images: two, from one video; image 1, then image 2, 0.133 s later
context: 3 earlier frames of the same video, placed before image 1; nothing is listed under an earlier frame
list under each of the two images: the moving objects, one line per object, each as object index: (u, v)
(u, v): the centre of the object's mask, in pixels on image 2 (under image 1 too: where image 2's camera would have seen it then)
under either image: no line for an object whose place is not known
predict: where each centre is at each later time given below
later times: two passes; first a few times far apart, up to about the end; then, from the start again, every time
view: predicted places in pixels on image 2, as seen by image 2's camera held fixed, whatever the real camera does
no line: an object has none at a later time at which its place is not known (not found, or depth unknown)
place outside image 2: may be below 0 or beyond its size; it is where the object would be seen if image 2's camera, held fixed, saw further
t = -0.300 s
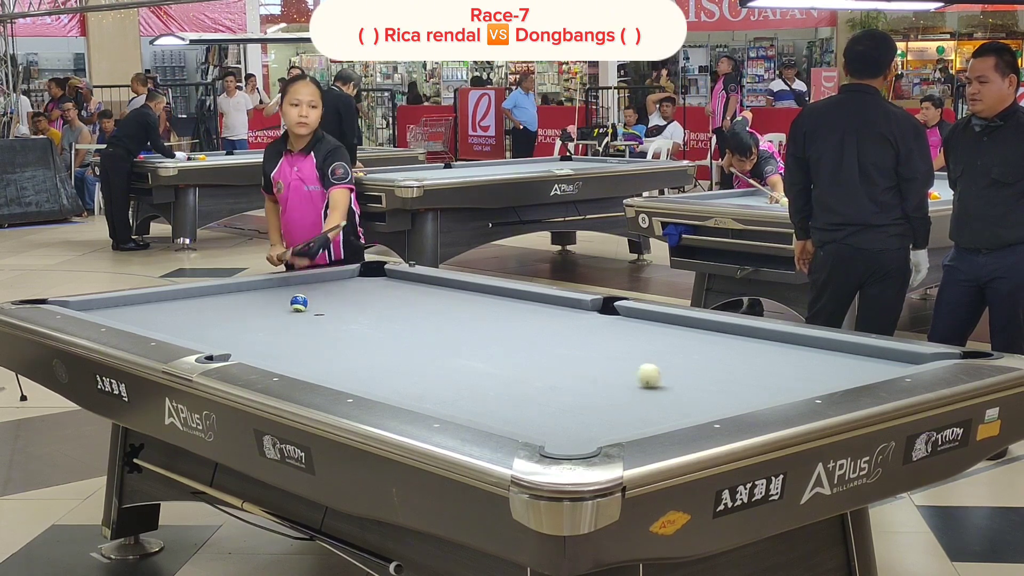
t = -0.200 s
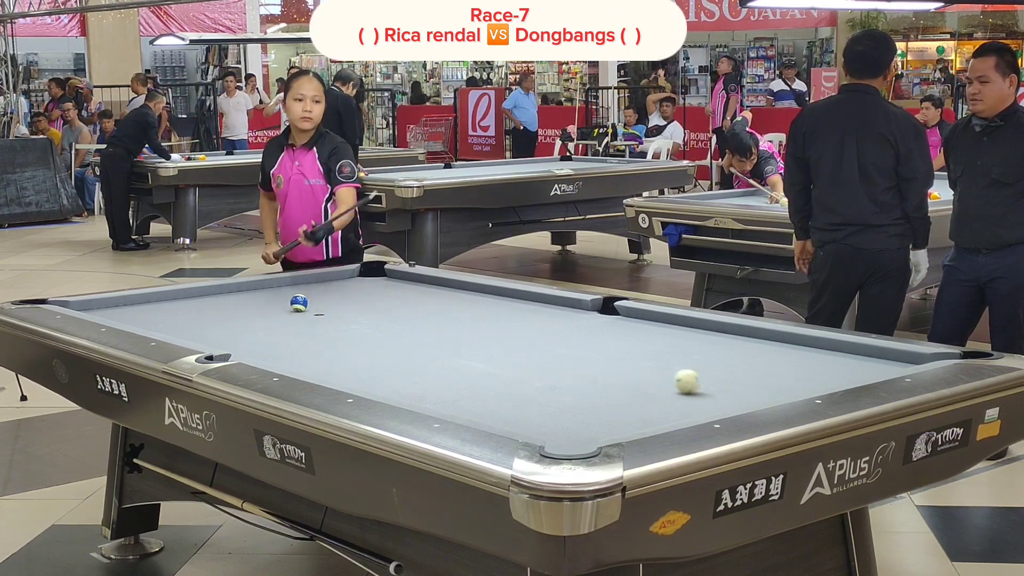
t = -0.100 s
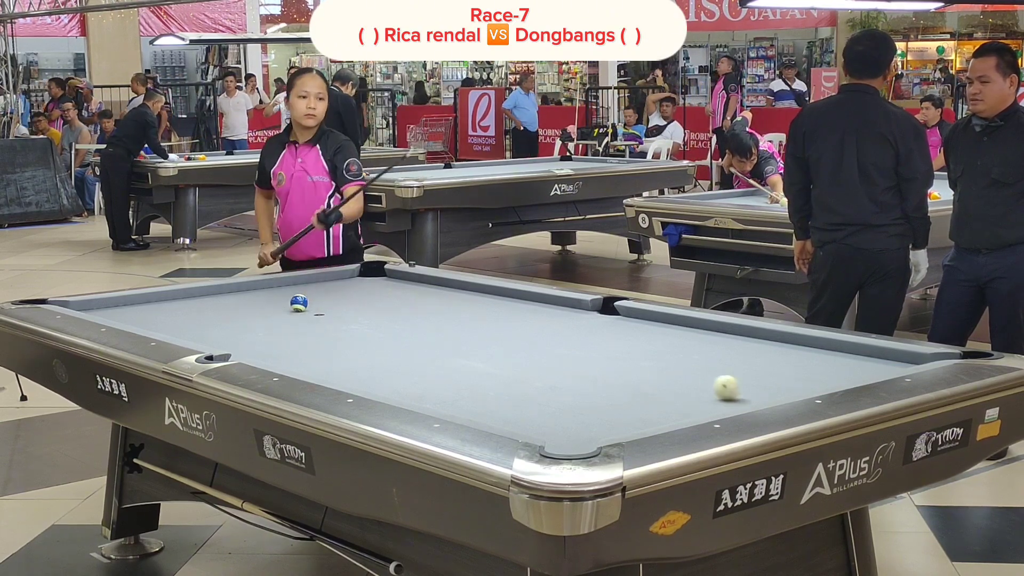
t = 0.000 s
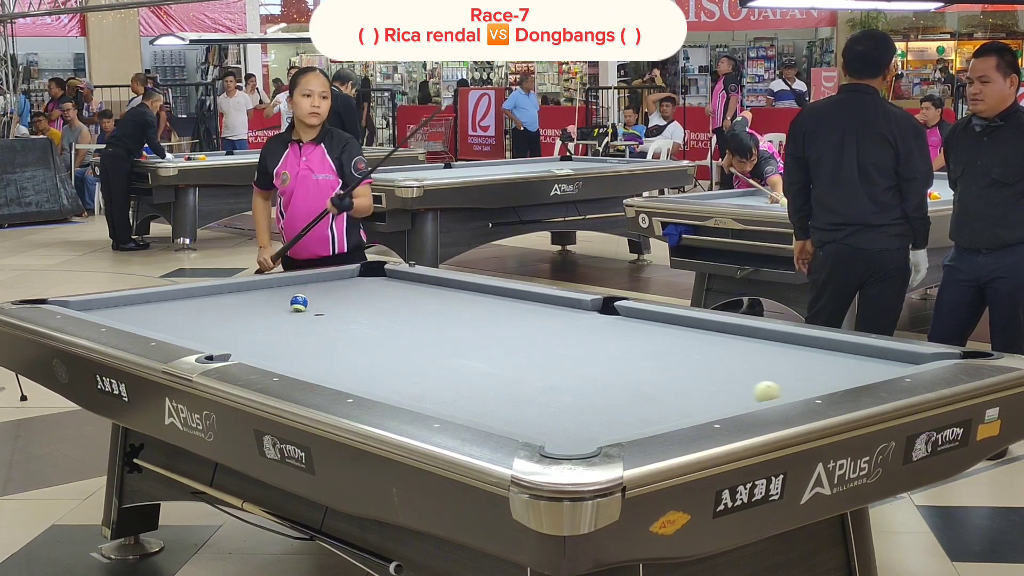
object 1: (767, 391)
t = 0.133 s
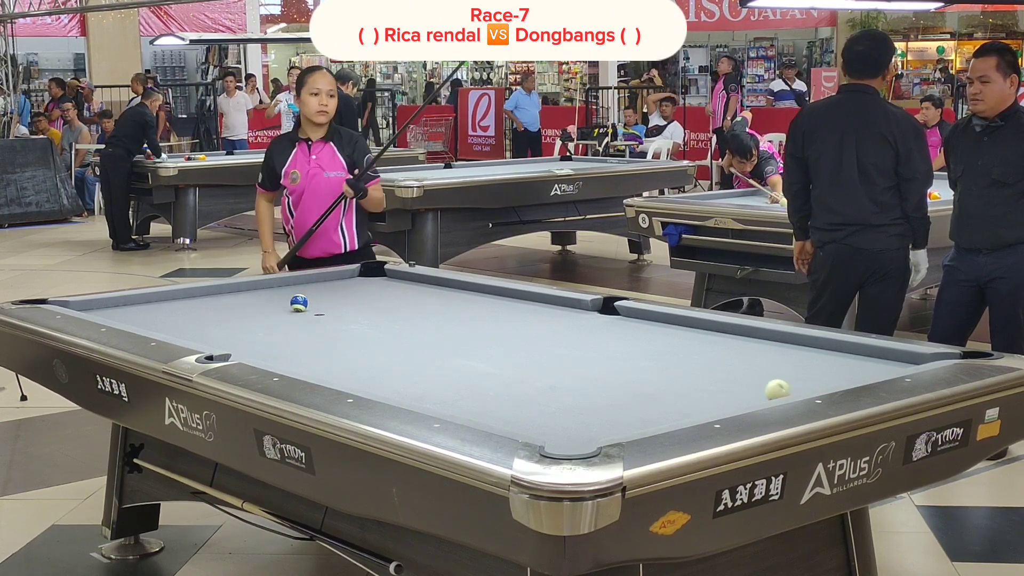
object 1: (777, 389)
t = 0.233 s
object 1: (766, 386)
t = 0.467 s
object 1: (741, 374)
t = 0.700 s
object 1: (719, 363)
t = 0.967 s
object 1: (698, 351)
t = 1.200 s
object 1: (681, 343)
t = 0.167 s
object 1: (773, 389)
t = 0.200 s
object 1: (769, 388)
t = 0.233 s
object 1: (766, 386)
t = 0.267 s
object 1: (762, 384)
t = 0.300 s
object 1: (758, 383)
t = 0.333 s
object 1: (755, 381)
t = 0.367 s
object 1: (752, 379)
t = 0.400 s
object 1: (748, 377)
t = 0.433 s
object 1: (745, 376)
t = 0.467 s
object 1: (741, 374)
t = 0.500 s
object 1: (738, 372)
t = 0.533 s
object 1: (735, 370)
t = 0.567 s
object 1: (731, 369)
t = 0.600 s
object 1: (728, 367)
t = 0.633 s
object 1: (725, 366)
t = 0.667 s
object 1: (722, 364)
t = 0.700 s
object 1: (719, 363)
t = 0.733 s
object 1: (717, 361)
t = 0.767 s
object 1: (714, 360)
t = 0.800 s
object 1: (711, 358)
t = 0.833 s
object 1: (708, 357)
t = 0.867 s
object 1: (705, 355)
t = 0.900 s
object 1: (703, 354)
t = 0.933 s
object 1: (700, 353)
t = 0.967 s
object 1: (698, 351)
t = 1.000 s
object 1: (695, 350)
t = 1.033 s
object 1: (693, 349)
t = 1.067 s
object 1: (690, 347)
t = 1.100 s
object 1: (688, 346)
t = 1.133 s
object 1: (685, 345)
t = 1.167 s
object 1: (683, 344)
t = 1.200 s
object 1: (681, 343)
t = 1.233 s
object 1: (679, 341)
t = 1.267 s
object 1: (677, 340)
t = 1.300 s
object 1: (674, 339)
